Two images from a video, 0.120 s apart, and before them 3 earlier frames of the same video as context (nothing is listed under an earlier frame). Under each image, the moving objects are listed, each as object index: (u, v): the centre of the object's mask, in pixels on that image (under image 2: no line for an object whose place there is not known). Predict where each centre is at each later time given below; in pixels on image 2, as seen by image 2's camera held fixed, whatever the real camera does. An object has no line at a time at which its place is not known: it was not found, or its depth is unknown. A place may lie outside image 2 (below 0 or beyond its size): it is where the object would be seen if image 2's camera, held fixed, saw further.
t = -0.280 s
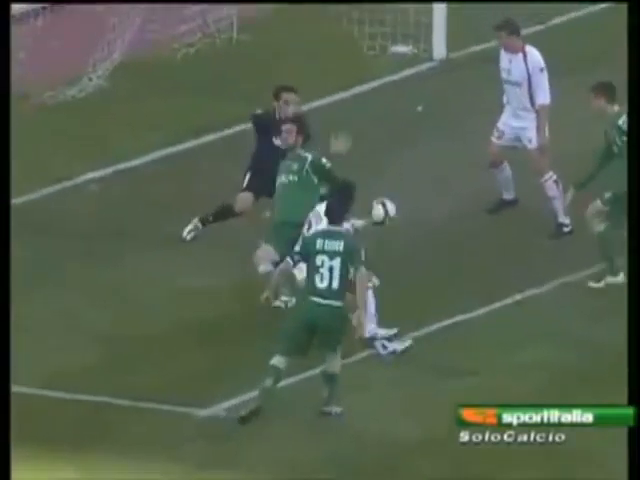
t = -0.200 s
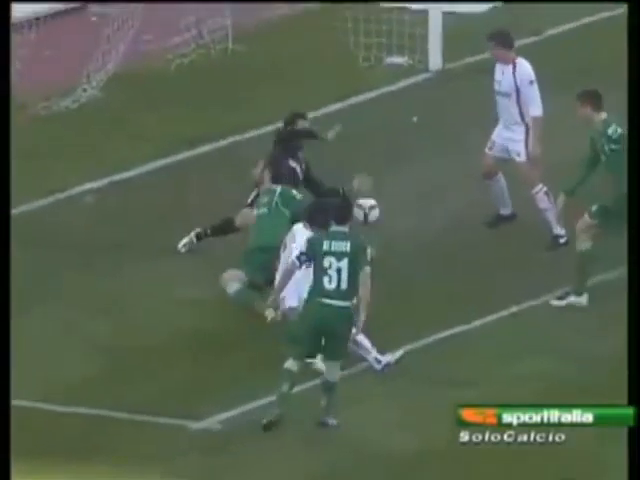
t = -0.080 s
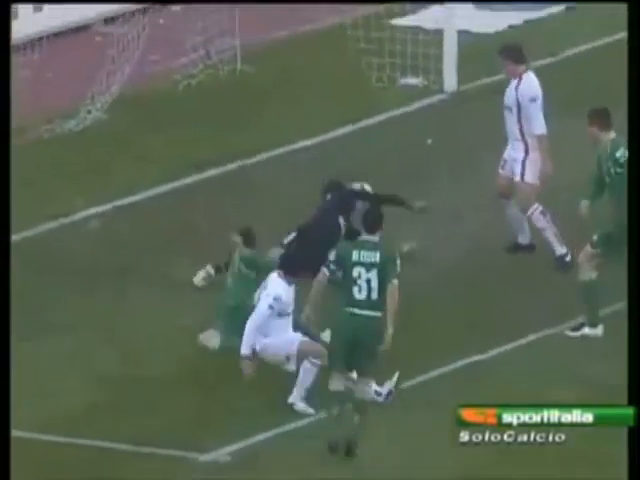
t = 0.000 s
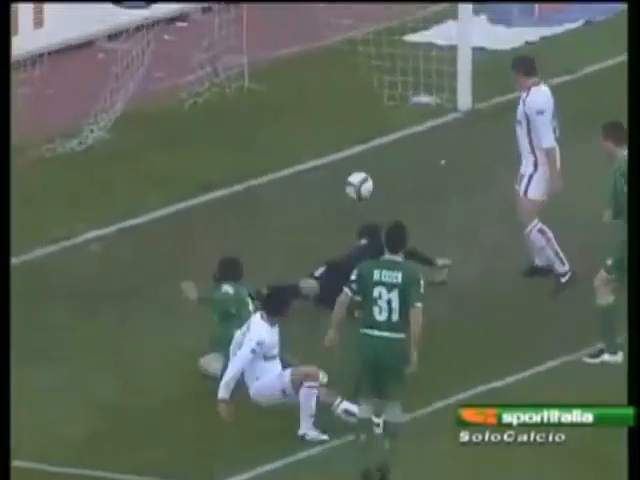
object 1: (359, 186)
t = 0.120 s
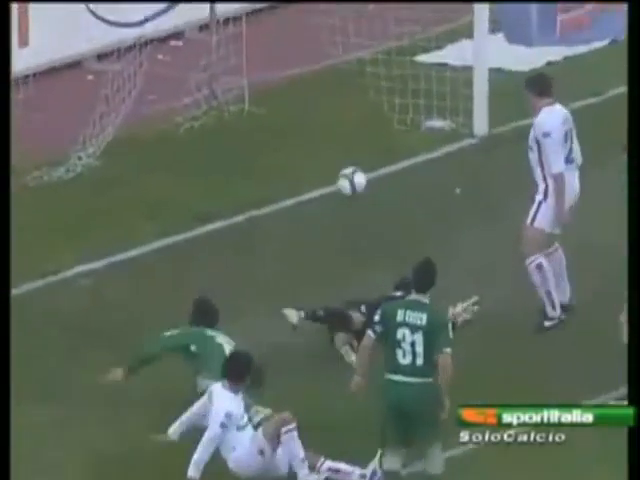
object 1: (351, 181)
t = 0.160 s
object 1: (343, 170)
